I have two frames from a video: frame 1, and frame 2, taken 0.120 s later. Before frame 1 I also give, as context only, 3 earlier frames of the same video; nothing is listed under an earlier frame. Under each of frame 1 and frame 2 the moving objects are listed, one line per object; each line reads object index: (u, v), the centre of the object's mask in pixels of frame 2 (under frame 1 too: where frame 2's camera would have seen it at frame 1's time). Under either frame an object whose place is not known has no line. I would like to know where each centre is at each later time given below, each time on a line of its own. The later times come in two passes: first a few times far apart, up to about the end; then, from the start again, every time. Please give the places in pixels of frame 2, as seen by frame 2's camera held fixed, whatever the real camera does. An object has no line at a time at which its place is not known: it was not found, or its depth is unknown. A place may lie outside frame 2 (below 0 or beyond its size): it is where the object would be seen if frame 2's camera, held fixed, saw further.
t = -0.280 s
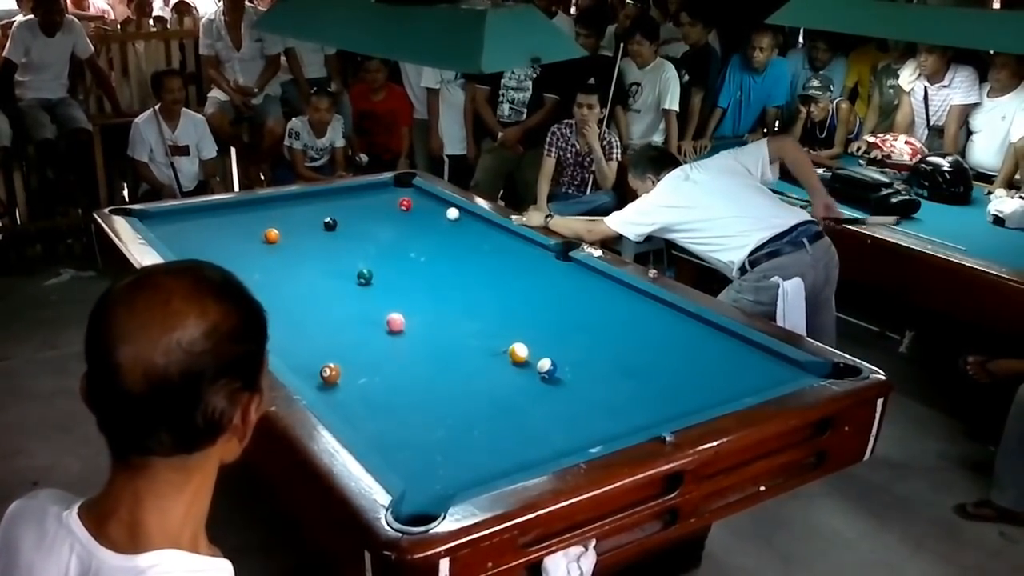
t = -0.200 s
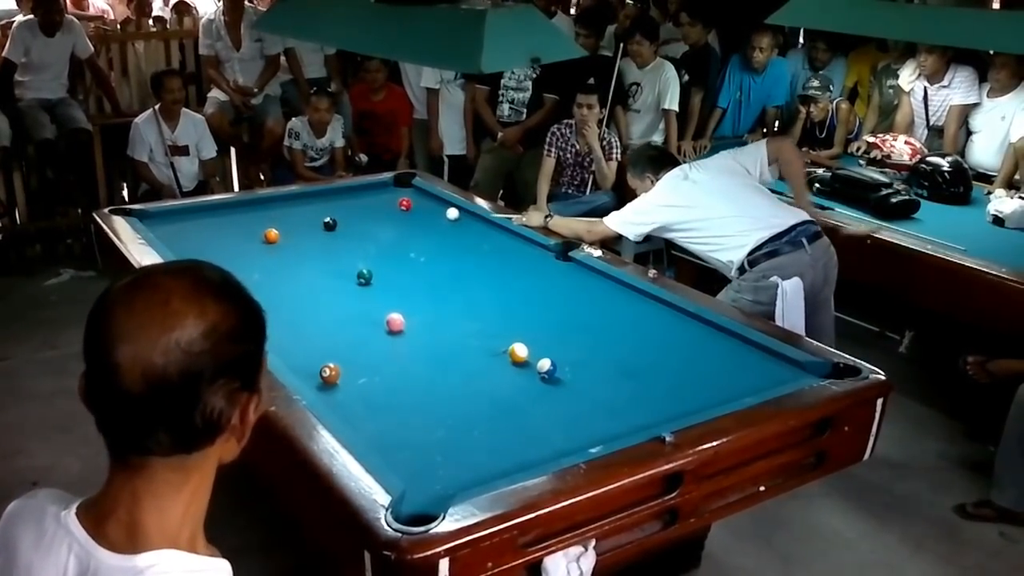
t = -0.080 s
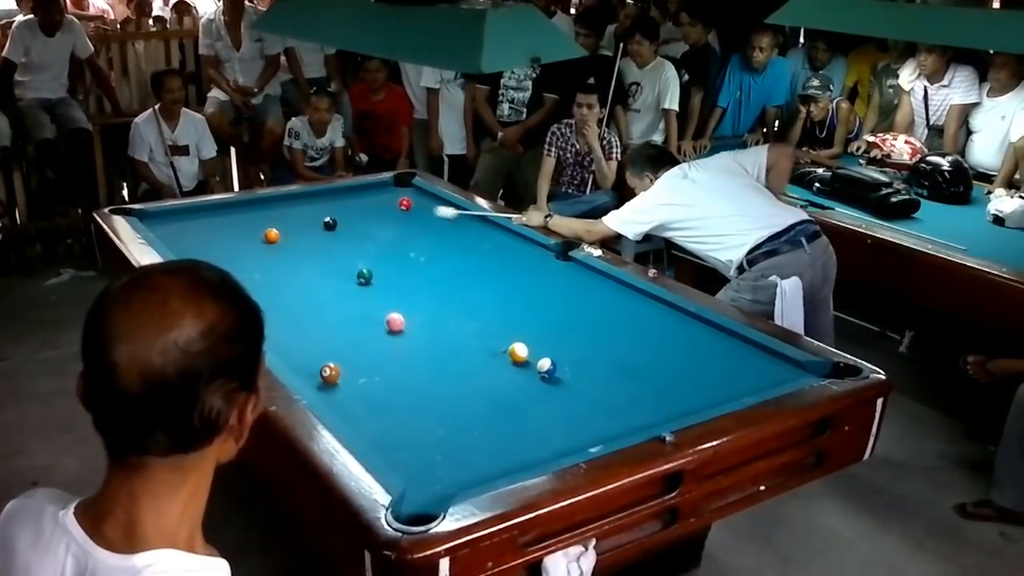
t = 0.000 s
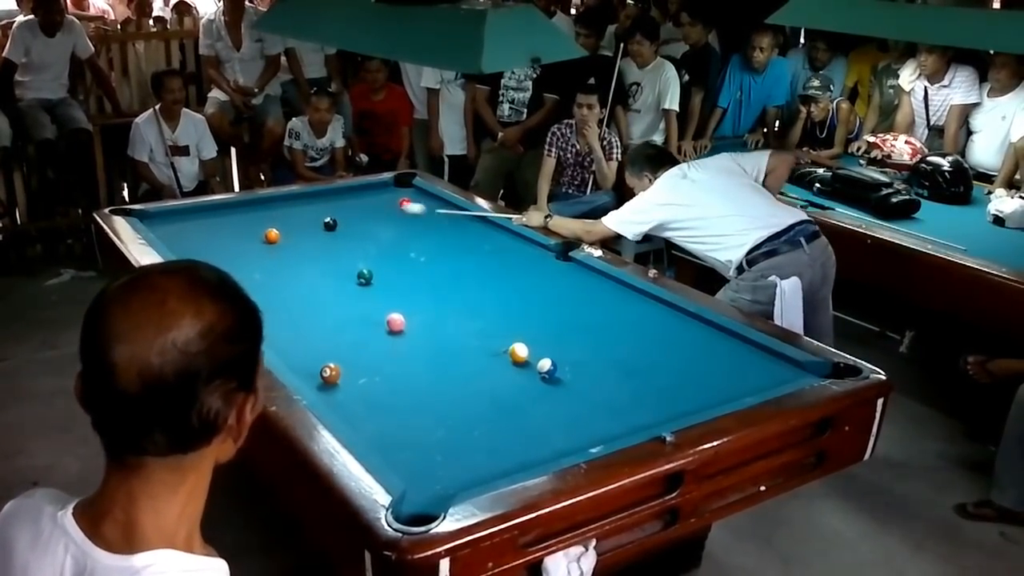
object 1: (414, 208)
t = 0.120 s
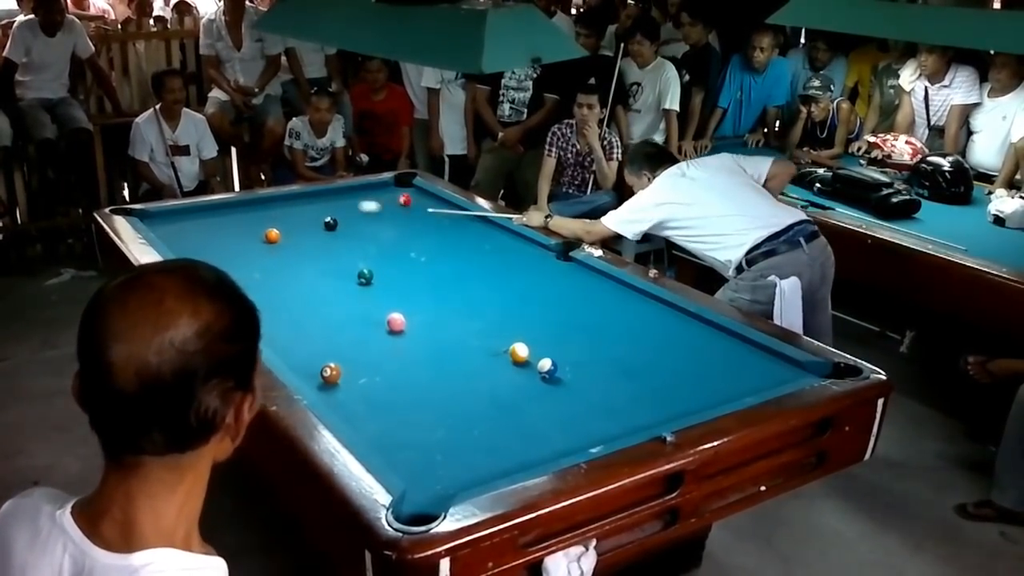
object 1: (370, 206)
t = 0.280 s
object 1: (310, 205)
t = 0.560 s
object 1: (223, 208)
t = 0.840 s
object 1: (172, 222)
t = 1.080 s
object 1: (174, 230)
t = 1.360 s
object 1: (213, 236)
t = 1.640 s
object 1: (253, 241)
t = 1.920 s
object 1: (292, 246)
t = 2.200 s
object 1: (329, 251)
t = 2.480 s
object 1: (366, 255)
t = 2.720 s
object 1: (396, 258)
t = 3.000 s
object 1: (431, 262)
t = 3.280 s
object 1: (464, 267)
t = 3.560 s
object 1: (496, 271)
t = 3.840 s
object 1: (527, 274)
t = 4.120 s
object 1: (556, 278)
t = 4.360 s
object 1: (579, 280)
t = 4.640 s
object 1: (605, 283)
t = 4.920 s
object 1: (620, 287)
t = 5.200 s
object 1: (621, 291)
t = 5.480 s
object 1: (621, 294)
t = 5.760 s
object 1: (621, 296)
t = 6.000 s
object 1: (620, 298)
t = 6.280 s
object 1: (619, 299)
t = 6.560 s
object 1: (618, 300)
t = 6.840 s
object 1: (618, 300)
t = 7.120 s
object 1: (618, 300)
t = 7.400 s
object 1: (618, 300)
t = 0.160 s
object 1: (354, 206)
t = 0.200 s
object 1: (339, 206)
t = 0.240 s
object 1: (325, 205)
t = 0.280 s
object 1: (310, 205)
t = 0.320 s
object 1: (295, 205)
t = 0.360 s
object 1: (281, 204)
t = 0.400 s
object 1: (266, 204)
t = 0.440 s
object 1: (251, 204)
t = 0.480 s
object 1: (237, 204)
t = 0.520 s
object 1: (229, 205)
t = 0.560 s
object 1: (223, 208)
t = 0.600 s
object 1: (216, 210)
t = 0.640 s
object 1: (208, 212)
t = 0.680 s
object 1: (201, 213)
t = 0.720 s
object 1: (194, 216)
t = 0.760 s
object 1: (186, 218)
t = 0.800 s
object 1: (179, 220)
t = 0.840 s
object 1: (172, 222)
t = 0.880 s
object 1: (164, 224)
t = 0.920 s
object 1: (157, 226)
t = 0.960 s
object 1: (157, 227)
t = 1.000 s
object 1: (162, 228)
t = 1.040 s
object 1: (168, 229)
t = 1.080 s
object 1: (174, 230)
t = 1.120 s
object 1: (179, 231)
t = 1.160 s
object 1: (185, 232)
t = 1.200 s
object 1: (191, 233)
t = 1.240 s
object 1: (196, 233)
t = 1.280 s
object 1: (202, 234)
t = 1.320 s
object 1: (208, 235)
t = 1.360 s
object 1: (213, 236)
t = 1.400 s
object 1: (219, 236)
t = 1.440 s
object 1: (225, 237)
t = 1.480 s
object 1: (230, 238)
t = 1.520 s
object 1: (236, 238)
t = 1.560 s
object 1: (242, 239)
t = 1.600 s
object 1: (247, 240)
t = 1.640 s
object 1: (253, 241)
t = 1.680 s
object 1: (258, 241)
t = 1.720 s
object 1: (264, 242)
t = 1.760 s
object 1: (269, 243)
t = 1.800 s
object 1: (275, 243)
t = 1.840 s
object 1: (280, 244)
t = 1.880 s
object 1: (286, 245)
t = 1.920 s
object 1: (292, 246)
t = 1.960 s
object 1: (297, 246)
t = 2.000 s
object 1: (303, 247)
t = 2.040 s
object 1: (308, 248)
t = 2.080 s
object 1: (313, 248)
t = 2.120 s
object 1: (319, 249)
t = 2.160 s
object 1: (324, 250)
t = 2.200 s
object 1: (329, 251)
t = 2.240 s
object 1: (335, 251)
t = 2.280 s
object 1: (340, 252)
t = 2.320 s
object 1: (345, 252)
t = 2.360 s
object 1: (350, 253)
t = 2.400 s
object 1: (355, 254)
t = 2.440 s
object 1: (361, 254)
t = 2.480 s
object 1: (366, 255)
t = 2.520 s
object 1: (371, 255)
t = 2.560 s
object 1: (376, 256)
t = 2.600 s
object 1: (381, 257)
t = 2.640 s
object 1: (386, 257)
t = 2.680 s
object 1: (392, 258)
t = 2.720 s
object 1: (396, 258)
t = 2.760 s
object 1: (401, 259)
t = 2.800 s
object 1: (406, 260)
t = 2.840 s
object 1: (411, 260)
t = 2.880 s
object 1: (416, 261)
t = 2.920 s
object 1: (421, 261)
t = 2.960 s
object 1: (426, 262)
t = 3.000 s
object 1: (431, 262)
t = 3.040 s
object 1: (436, 263)
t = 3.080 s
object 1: (441, 264)
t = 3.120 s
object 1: (445, 264)
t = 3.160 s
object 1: (450, 265)
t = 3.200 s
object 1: (455, 265)
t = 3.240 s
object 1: (459, 266)
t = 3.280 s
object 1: (464, 267)
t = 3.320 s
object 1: (469, 267)
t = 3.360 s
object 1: (473, 268)
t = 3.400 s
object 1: (478, 268)
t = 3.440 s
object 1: (482, 269)
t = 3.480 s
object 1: (487, 269)
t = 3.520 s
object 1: (492, 270)
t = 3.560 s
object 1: (496, 271)
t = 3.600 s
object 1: (501, 271)
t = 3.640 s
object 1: (505, 272)
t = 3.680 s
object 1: (509, 272)
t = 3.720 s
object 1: (514, 273)
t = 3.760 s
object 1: (518, 273)
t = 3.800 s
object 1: (522, 274)
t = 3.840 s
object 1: (527, 274)
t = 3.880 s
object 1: (531, 275)
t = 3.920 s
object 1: (535, 275)
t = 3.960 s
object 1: (539, 276)
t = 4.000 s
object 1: (543, 276)
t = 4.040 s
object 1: (548, 277)
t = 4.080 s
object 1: (552, 277)
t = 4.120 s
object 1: (556, 278)
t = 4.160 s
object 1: (560, 278)
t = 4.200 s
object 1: (564, 279)
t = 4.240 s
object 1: (568, 279)
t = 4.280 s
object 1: (572, 280)
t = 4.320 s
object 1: (575, 280)
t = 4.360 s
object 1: (579, 280)
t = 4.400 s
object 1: (583, 281)
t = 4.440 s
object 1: (587, 281)
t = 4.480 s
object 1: (591, 281)
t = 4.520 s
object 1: (594, 282)
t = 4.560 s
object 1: (598, 282)
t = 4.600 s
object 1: (602, 283)
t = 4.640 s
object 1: (605, 283)
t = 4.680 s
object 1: (609, 284)
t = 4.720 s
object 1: (612, 284)
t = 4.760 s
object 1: (616, 284)
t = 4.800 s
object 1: (619, 285)
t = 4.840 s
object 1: (620, 285)
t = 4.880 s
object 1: (620, 286)
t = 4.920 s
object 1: (620, 287)
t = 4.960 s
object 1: (621, 287)
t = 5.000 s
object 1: (621, 288)
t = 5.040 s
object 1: (621, 288)
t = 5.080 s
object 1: (621, 289)
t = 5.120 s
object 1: (621, 289)
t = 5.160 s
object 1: (621, 290)
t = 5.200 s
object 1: (621, 291)
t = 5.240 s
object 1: (621, 291)
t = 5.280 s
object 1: (621, 291)
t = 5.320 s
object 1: (621, 292)
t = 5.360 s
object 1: (621, 293)
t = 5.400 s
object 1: (621, 293)
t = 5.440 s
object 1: (621, 293)
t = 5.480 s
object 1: (621, 294)
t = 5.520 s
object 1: (621, 294)
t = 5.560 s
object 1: (621, 294)
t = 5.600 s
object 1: (621, 295)
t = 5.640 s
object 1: (621, 295)
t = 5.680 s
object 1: (621, 295)
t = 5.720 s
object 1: (621, 296)
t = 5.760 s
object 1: (621, 296)
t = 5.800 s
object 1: (620, 296)
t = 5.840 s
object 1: (621, 297)
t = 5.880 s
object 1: (620, 297)
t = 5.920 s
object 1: (620, 297)
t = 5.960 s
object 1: (620, 298)
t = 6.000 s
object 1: (620, 298)
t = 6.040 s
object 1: (620, 298)
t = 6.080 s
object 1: (620, 298)
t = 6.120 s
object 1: (620, 298)
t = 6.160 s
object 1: (620, 299)
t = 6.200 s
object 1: (619, 299)
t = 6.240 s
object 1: (619, 299)
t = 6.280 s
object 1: (619, 299)
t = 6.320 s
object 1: (619, 299)
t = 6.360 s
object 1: (618, 299)
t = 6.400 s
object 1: (618, 300)
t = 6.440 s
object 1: (618, 300)
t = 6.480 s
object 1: (618, 300)
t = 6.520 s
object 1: (618, 300)
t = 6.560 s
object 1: (618, 300)
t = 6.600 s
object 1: (618, 300)
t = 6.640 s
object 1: (617, 300)
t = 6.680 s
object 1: (617, 300)
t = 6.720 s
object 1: (617, 300)
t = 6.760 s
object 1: (618, 300)
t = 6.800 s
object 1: (617, 300)
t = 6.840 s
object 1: (618, 300)
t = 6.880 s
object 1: (618, 300)
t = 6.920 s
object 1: (618, 300)
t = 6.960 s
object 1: (618, 300)
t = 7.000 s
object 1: (618, 300)
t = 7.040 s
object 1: (618, 300)
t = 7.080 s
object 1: (618, 300)
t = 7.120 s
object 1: (618, 300)
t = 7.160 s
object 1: (618, 300)
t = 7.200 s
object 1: (618, 300)
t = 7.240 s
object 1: (618, 300)
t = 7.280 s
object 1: (618, 300)
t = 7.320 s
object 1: (618, 300)
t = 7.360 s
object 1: (618, 300)
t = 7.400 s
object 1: (618, 300)
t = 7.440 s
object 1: (618, 300)
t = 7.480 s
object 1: (617, 300)
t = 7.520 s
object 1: (617, 300)
